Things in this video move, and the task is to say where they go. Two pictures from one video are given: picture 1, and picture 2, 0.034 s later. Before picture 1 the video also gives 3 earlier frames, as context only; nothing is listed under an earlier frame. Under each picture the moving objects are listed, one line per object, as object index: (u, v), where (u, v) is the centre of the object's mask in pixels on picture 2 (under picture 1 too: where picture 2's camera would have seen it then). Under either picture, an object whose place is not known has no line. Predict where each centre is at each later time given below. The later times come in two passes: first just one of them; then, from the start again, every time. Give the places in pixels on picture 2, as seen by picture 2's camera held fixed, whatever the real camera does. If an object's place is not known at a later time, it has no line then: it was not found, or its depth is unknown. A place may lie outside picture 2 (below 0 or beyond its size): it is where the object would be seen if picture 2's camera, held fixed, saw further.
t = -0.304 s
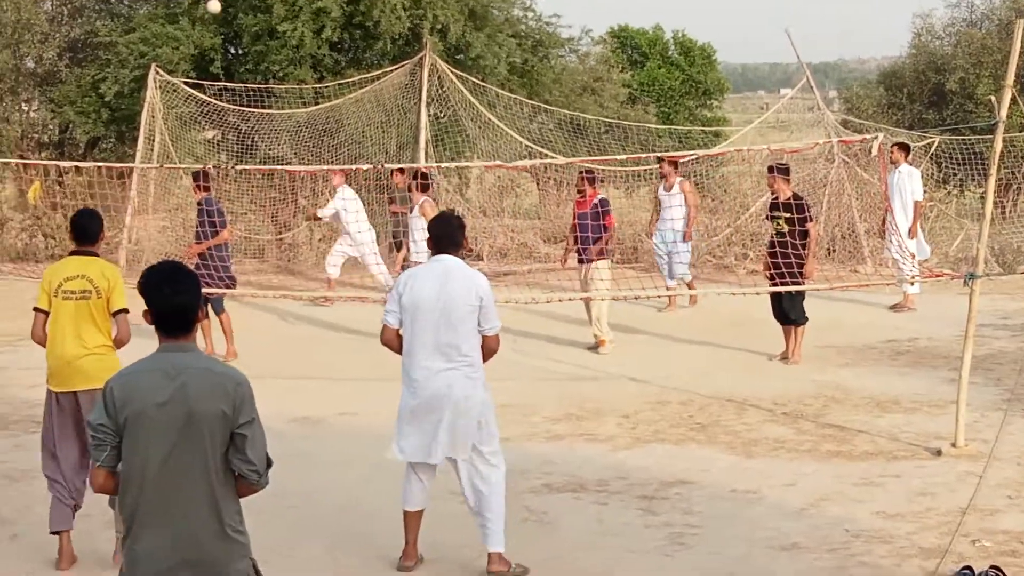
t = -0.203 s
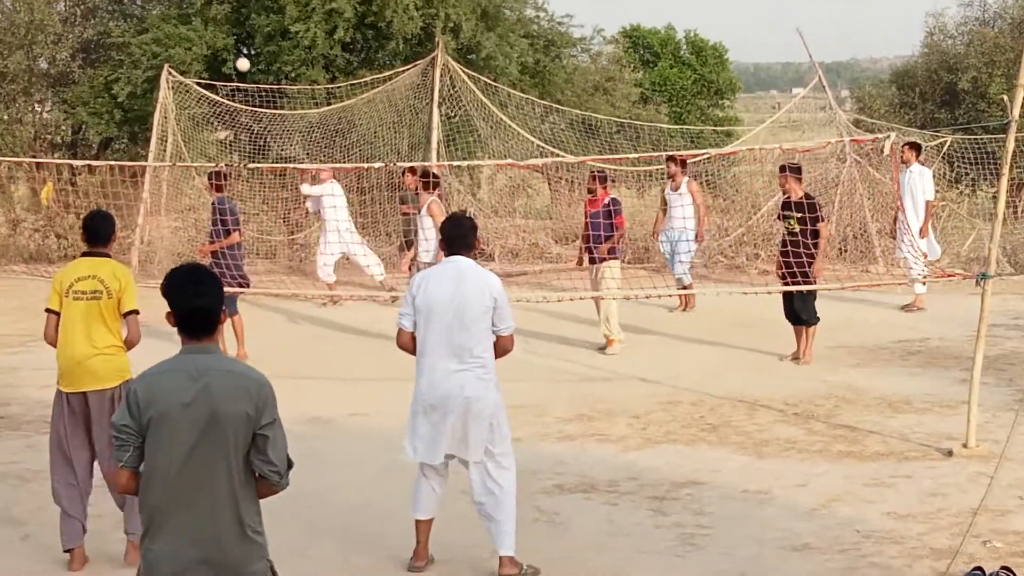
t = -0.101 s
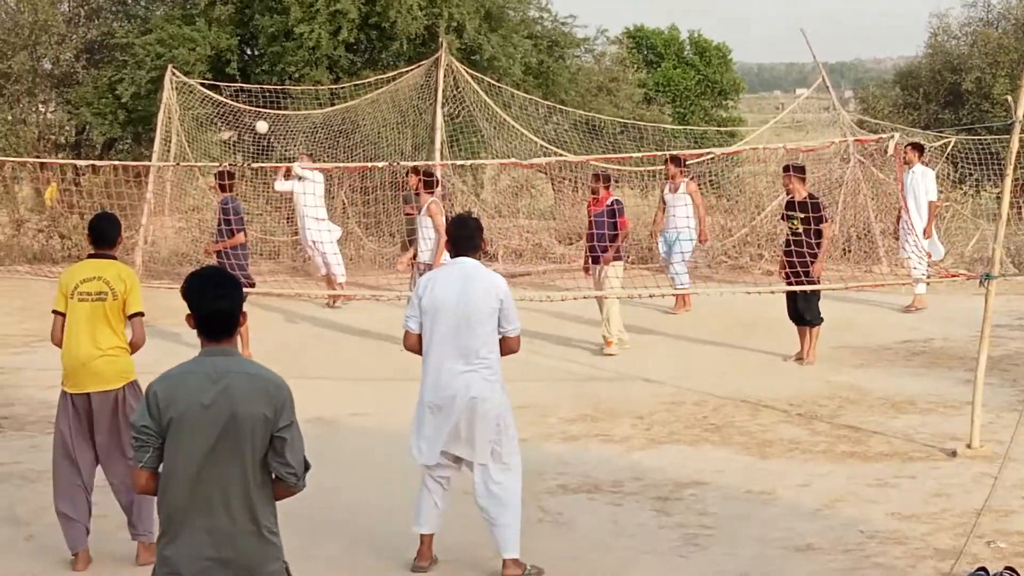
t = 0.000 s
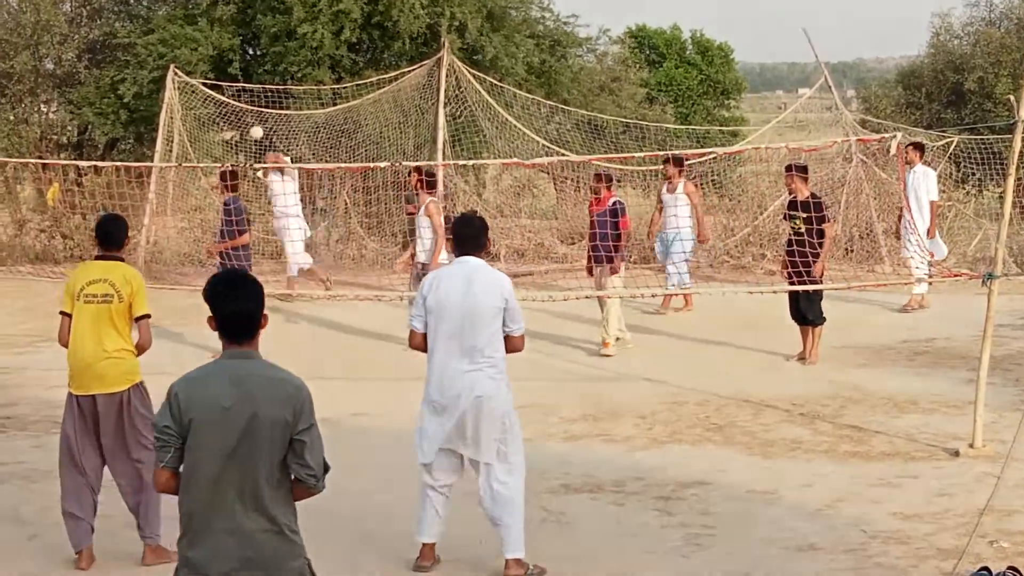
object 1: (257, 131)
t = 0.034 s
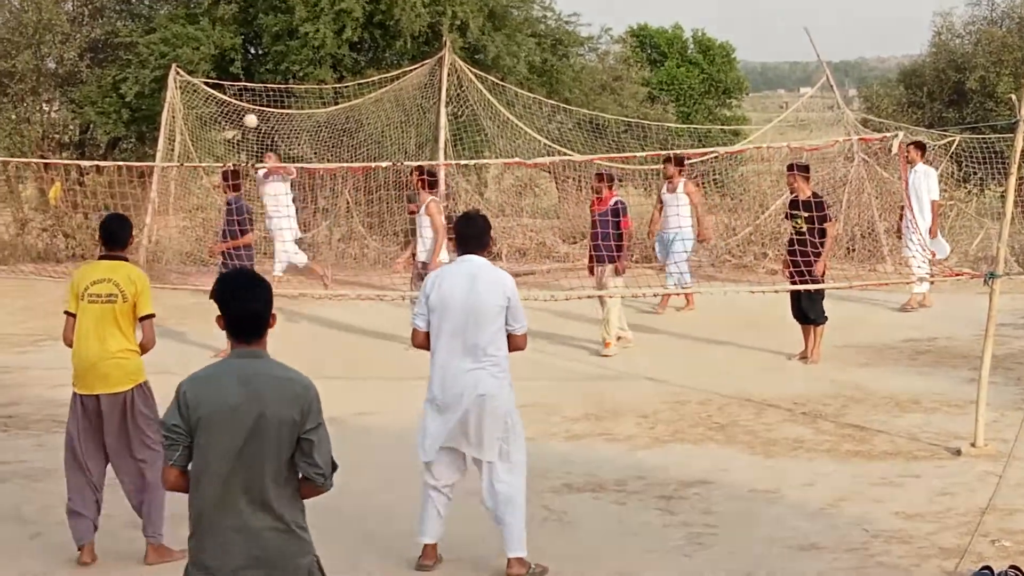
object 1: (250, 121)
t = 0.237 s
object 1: (206, 74)
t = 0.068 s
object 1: (243, 110)
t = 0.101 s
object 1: (236, 101)
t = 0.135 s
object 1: (228, 92)
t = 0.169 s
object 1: (221, 85)
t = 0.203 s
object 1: (214, 80)
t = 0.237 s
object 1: (206, 74)
